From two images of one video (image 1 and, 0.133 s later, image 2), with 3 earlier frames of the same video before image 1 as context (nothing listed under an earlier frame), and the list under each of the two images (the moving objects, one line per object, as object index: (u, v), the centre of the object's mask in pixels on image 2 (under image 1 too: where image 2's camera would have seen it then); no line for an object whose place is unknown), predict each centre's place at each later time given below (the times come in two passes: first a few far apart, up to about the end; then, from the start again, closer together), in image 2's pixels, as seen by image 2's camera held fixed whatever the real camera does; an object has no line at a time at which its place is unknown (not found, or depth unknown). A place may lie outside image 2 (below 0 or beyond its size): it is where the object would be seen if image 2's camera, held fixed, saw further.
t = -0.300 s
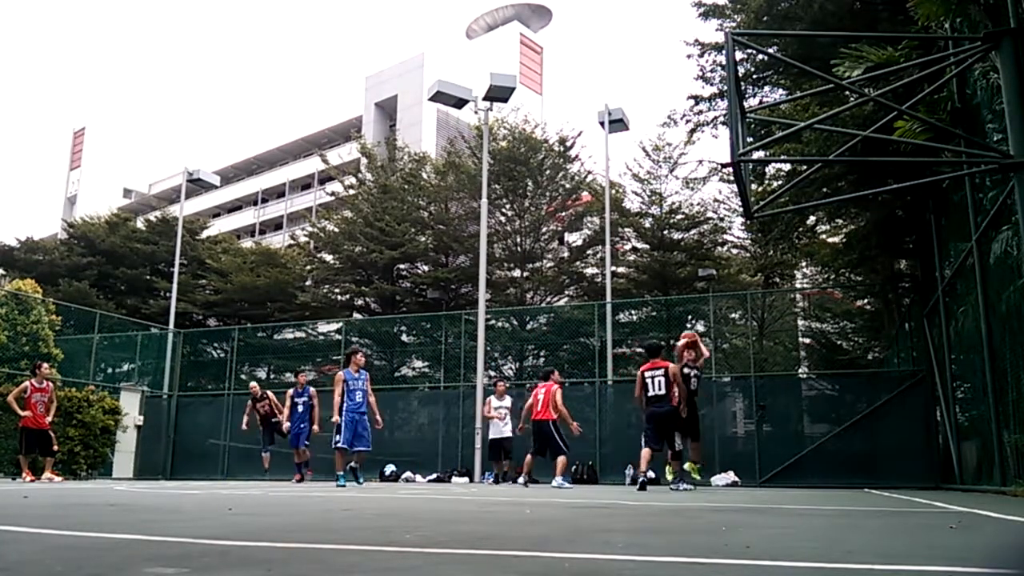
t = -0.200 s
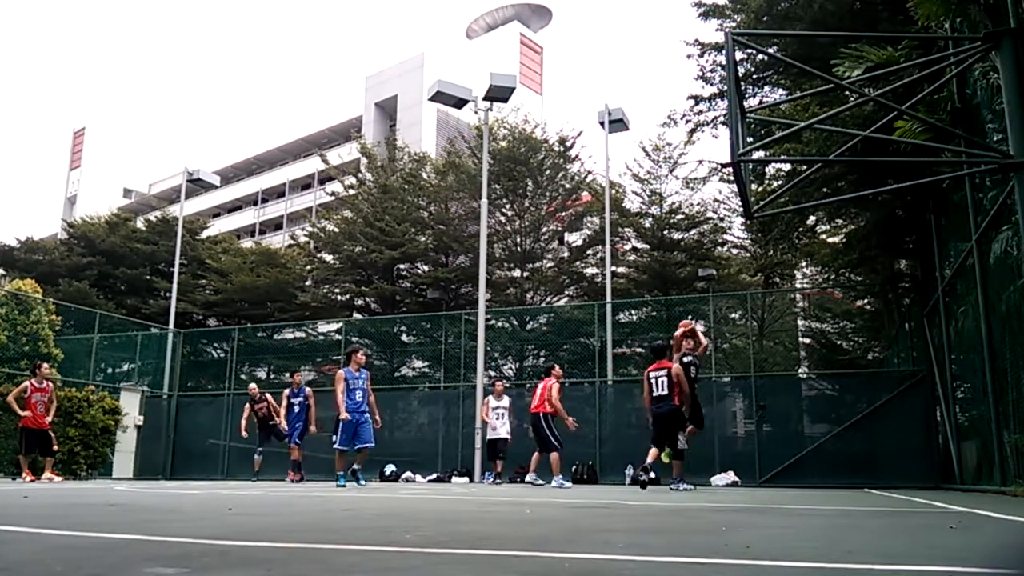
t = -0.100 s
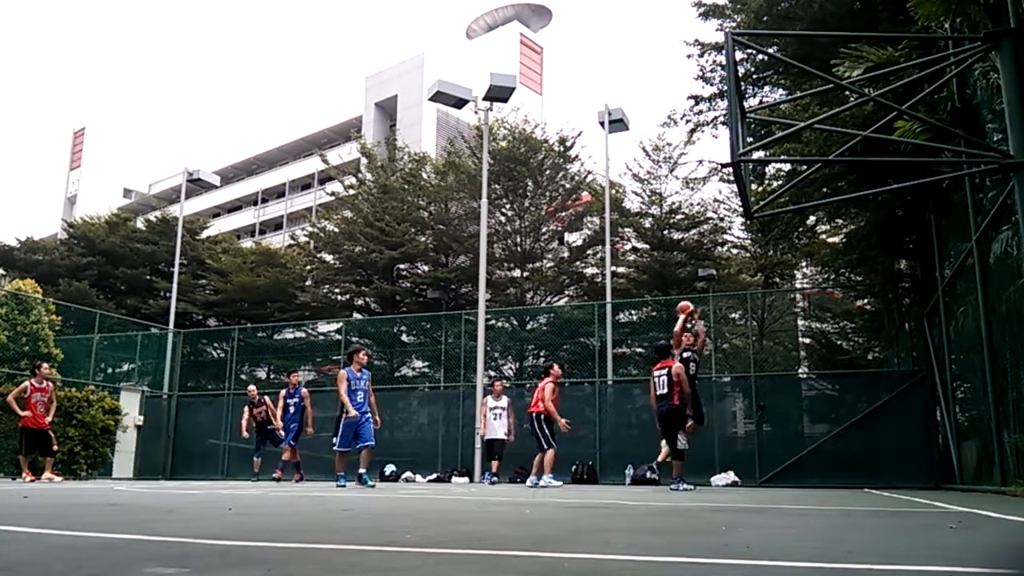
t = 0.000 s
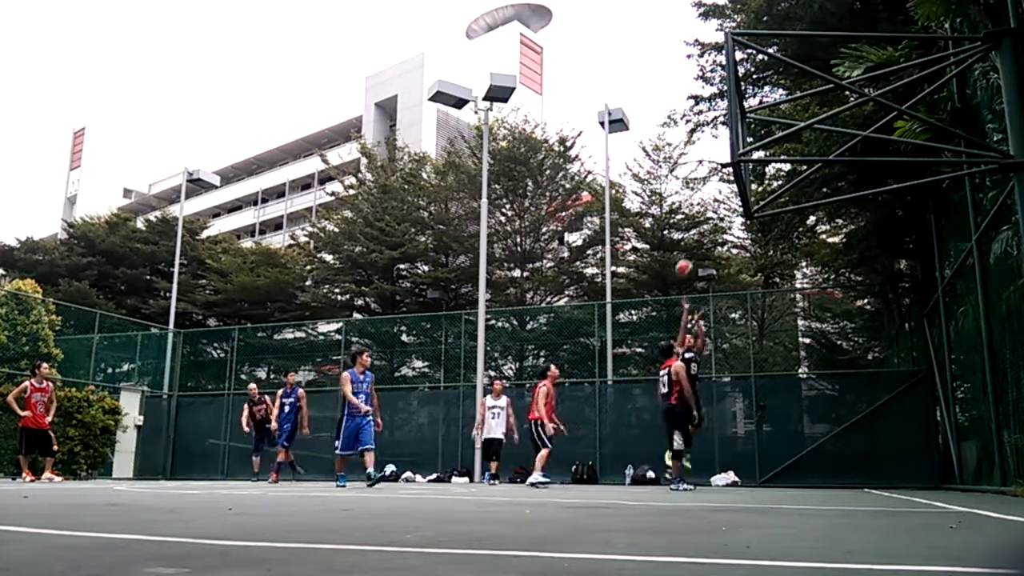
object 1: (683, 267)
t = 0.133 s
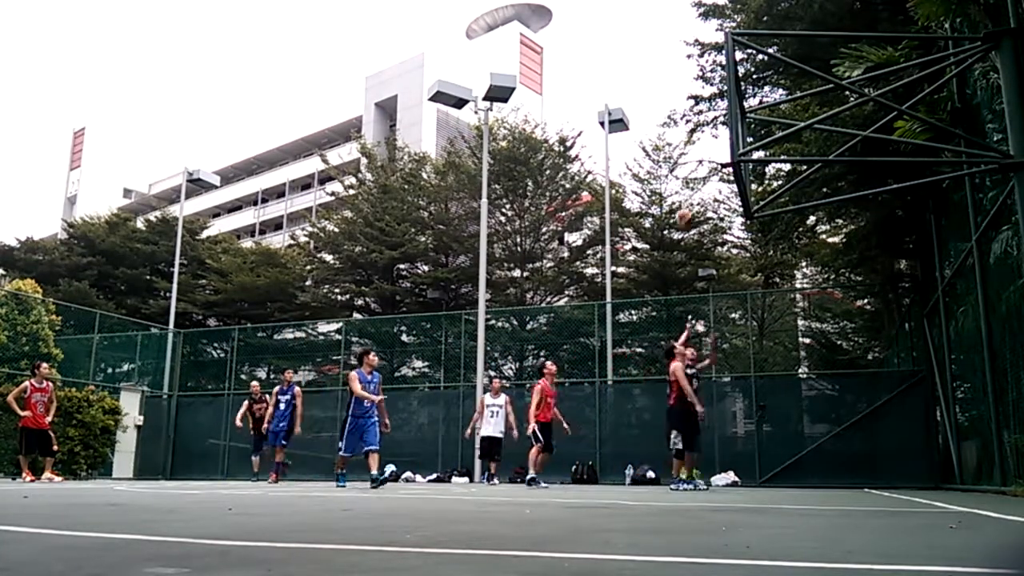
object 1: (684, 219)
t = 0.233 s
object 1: (683, 187)
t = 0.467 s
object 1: (683, 135)
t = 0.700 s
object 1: (685, 118)
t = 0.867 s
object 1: (687, 134)
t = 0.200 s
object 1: (682, 197)
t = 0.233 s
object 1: (683, 187)
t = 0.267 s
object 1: (683, 177)
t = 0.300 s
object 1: (684, 171)
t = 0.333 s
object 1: (682, 161)
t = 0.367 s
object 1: (683, 152)
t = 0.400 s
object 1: (683, 146)
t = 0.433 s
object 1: (683, 140)
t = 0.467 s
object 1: (683, 135)
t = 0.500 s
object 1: (684, 130)
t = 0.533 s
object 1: (684, 125)
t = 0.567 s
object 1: (685, 123)
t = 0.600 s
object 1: (684, 119)
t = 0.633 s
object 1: (685, 118)
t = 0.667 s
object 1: (685, 118)
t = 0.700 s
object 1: (685, 118)
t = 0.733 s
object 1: (686, 119)
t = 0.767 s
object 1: (686, 121)
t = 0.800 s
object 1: (686, 125)
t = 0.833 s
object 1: (686, 129)
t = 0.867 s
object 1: (687, 134)
